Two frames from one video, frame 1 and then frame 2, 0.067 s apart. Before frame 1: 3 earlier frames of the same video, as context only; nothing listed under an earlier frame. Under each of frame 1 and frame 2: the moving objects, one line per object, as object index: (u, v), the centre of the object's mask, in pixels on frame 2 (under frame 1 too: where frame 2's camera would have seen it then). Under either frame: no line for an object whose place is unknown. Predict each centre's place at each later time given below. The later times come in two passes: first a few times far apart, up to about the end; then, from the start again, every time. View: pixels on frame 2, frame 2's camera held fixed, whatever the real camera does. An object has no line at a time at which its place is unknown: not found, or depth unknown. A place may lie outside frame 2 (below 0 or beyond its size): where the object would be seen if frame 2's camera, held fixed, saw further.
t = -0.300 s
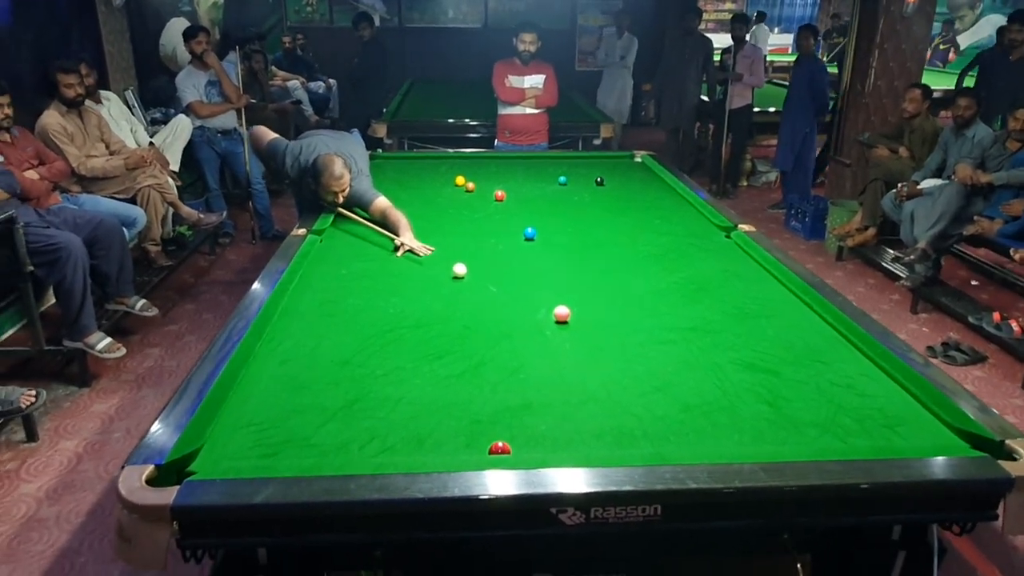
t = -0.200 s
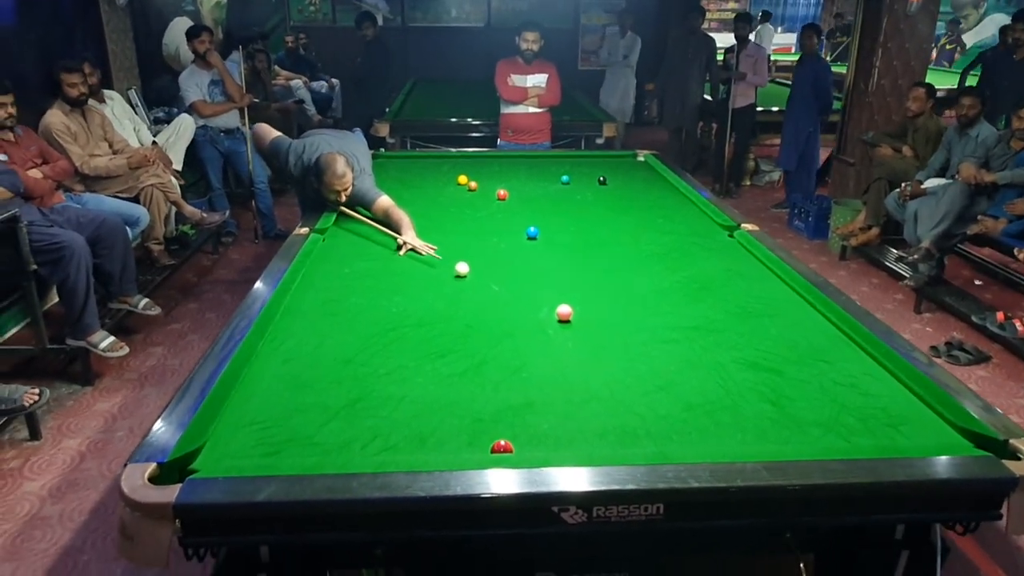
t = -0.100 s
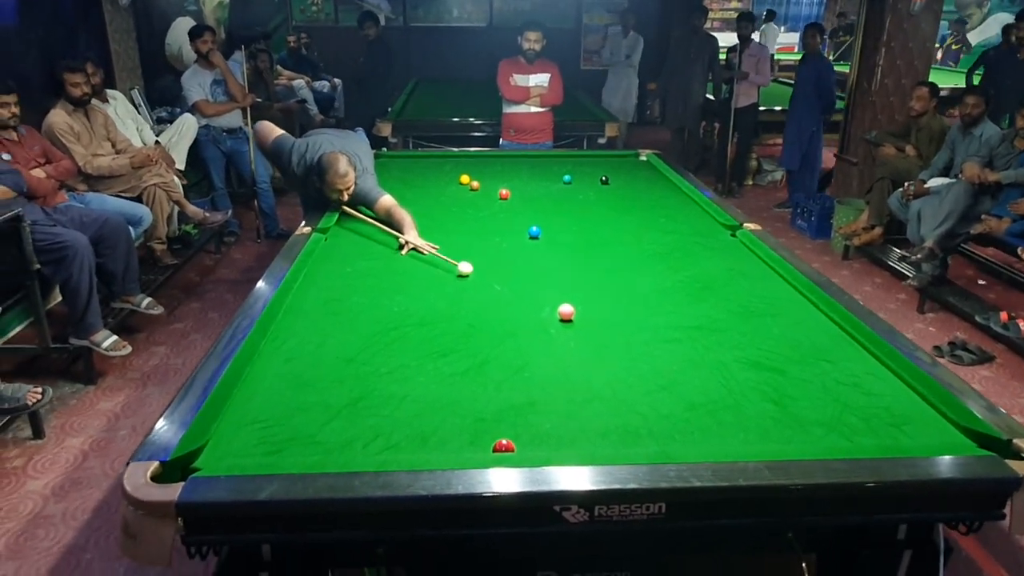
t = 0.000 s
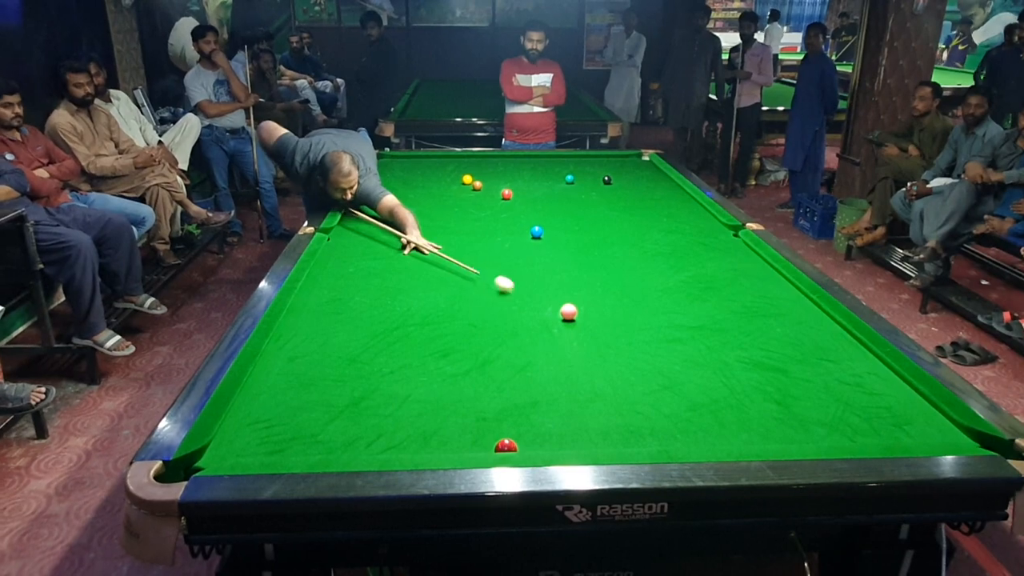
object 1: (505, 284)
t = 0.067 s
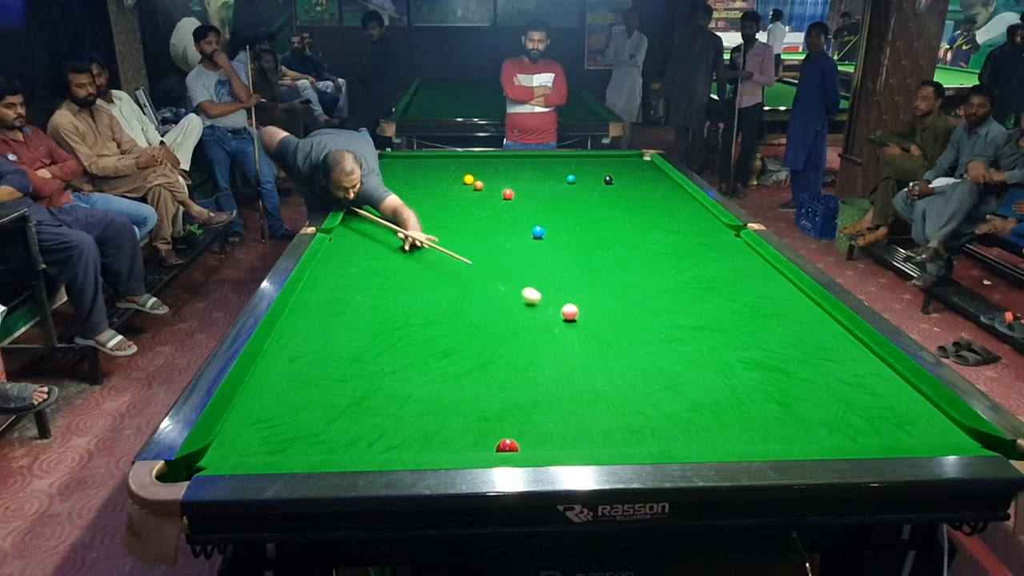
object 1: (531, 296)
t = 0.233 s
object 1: (555, 311)
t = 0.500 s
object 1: (566, 328)
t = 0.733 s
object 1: (580, 344)
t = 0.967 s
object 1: (594, 360)
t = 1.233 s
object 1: (610, 380)
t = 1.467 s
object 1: (626, 398)
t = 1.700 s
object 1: (641, 417)
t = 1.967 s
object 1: (661, 438)
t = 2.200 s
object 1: (667, 438)
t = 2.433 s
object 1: (668, 429)
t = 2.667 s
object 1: (667, 420)
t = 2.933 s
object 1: (667, 411)
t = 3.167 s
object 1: (666, 405)
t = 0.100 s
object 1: (544, 301)
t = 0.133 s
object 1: (555, 306)
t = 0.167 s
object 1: (556, 309)
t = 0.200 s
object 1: (555, 309)
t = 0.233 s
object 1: (555, 311)
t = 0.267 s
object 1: (555, 313)
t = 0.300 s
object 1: (556, 315)
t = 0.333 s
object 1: (557, 317)
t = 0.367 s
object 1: (559, 319)
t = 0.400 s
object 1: (561, 321)
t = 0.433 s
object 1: (563, 324)
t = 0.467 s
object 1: (564, 326)
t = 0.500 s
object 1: (566, 328)
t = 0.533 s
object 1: (568, 330)
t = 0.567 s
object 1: (570, 332)
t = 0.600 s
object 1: (572, 335)
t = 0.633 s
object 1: (574, 337)
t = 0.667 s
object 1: (576, 339)
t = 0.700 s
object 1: (578, 342)
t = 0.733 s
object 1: (580, 344)
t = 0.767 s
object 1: (582, 346)
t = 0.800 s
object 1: (584, 348)
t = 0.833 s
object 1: (586, 351)
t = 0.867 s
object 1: (588, 353)
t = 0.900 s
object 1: (590, 356)
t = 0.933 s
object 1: (592, 358)
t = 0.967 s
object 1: (594, 360)
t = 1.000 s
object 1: (596, 363)
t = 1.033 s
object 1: (598, 365)
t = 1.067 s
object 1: (600, 368)
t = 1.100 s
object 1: (602, 370)
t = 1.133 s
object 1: (604, 373)
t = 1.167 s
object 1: (606, 375)
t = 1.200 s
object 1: (608, 378)
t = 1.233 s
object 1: (610, 380)
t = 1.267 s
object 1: (612, 383)
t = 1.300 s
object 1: (615, 385)
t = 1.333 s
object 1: (617, 388)
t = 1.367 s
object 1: (619, 390)
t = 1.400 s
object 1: (622, 392)
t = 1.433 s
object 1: (623, 395)
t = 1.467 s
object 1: (626, 398)
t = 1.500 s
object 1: (628, 401)
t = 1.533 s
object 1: (630, 403)
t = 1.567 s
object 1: (632, 406)
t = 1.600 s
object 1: (634, 409)
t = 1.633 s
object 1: (637, 412)
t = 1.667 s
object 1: (639, 415)
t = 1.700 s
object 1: (641, 417)
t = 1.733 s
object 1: (644, 420)
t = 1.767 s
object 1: (647, 423)
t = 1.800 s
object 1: (649, 426)
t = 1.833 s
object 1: (651, 429)
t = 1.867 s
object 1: (653, 432)
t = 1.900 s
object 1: (656, 435)
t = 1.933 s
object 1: (659, 437)
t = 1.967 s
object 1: (661, 438)
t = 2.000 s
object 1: (663, 440)
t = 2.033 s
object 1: (666, 442)
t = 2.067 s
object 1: (667, 442)
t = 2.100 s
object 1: (667, 441)
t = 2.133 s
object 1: (668, 440)
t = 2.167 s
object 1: (667, 439)
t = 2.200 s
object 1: (667, 438)
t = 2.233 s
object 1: (668, 437)
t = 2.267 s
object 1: (667, 436)
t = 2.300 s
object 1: (667, 435)
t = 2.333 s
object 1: (668, 434)
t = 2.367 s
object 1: (668, 432)
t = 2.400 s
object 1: (668, 430)
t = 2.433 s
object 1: (668, 429)
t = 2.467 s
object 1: (668, 428)
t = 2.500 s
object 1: (668, 426)
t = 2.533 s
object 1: (668, 425)
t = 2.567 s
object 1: (668, 423)
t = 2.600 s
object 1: (667, 422)
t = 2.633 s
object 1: (667, 421)
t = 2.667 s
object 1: (667, 420)
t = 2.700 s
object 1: (667, 418)
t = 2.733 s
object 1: (667, 417)
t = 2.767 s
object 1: (667, 417)
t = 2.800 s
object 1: (667, 415)
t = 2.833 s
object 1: (667, 414)
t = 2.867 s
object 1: (667, 413)
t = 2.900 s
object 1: (667, 412)
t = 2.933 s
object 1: (667, 411)
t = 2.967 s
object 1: (667, 410)
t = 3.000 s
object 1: (666, 409)
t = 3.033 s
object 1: (667, 408)
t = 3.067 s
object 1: (667, 408)
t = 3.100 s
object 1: (667, 407)
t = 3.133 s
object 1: (666, 406)
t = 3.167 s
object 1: (666, 405)
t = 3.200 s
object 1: (666, 404)
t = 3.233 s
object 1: (666, 404)
